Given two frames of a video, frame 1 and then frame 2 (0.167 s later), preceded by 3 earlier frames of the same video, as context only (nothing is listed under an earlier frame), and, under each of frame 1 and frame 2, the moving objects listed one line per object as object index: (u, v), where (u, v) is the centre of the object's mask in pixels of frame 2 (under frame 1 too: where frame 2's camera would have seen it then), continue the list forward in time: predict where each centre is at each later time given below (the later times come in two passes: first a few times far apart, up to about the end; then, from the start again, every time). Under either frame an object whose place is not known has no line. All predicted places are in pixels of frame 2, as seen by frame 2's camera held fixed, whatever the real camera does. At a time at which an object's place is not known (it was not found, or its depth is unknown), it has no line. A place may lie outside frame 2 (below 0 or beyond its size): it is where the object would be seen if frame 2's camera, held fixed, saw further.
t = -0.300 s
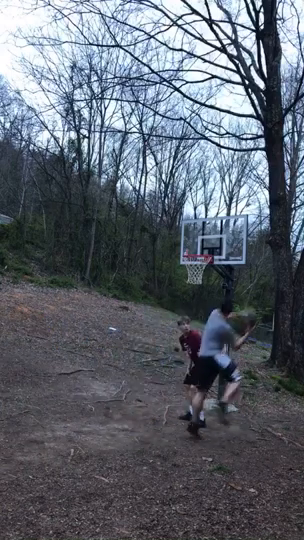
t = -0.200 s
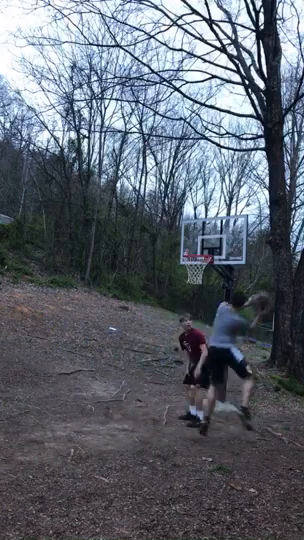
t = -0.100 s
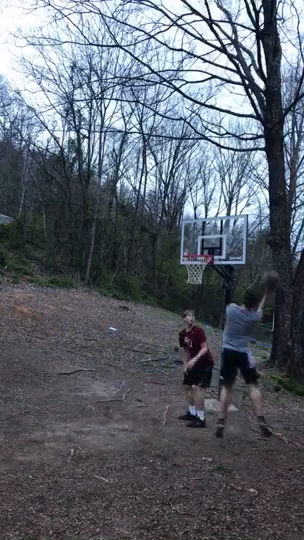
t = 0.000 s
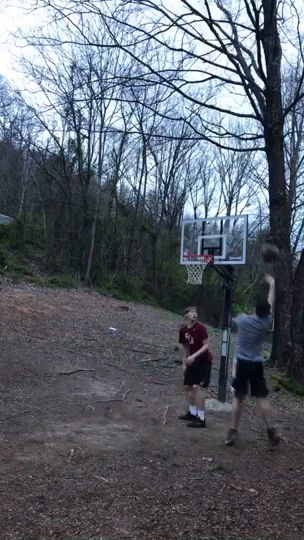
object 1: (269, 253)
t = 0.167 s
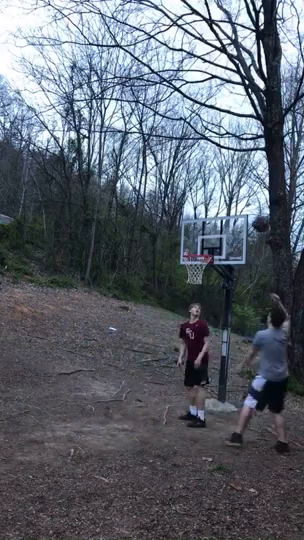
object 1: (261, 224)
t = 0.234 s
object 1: (257, 218)
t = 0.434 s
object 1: (247, 218)
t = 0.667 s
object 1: (235, 245)
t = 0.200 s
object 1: (259, 221)
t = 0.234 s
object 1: (257, 218)
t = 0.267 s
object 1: (256, 217)
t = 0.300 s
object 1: (254, 216)
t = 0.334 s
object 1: (252, 215)
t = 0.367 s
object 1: (250, 216)
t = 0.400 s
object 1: (248, 216)
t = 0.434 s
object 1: (247, 218)
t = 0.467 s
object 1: (246, 220)
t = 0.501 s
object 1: (245, 222)
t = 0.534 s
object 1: (242, 224)
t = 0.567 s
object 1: (240, 229)
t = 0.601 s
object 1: (239, 234)
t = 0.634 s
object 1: (237, 239)
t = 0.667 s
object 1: (235, 245)
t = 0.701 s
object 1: (234, 248)
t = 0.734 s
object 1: (231, 258)
